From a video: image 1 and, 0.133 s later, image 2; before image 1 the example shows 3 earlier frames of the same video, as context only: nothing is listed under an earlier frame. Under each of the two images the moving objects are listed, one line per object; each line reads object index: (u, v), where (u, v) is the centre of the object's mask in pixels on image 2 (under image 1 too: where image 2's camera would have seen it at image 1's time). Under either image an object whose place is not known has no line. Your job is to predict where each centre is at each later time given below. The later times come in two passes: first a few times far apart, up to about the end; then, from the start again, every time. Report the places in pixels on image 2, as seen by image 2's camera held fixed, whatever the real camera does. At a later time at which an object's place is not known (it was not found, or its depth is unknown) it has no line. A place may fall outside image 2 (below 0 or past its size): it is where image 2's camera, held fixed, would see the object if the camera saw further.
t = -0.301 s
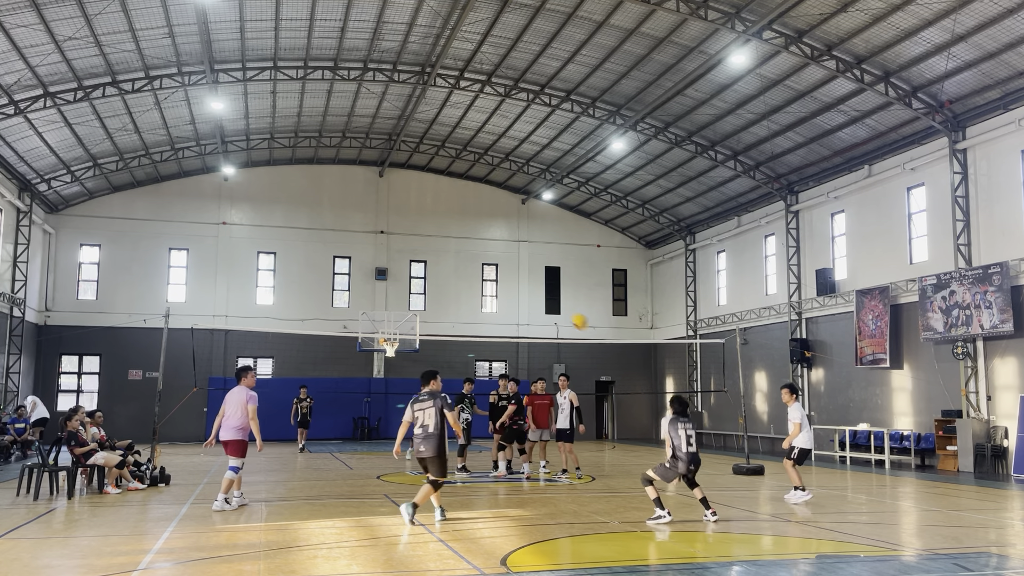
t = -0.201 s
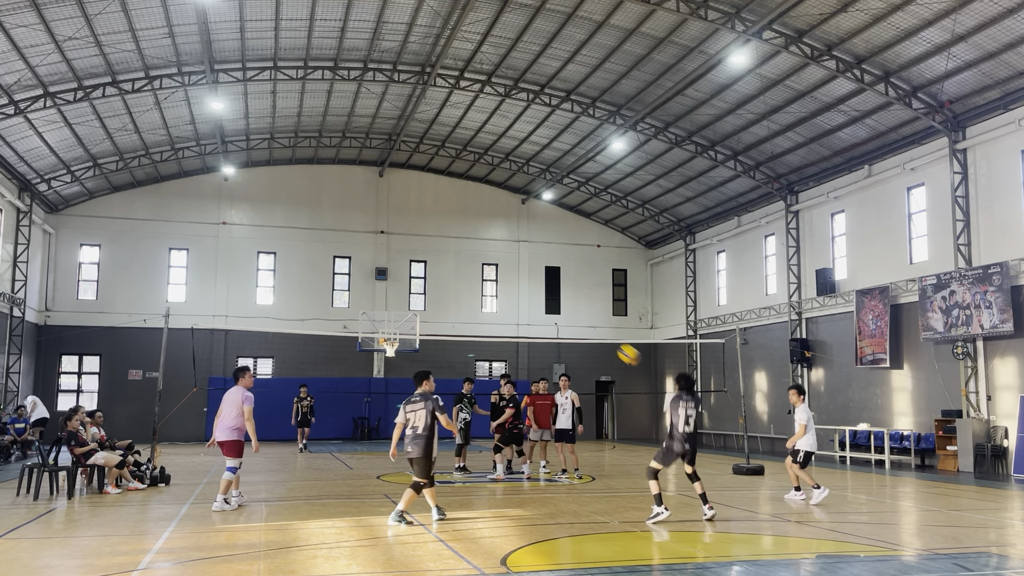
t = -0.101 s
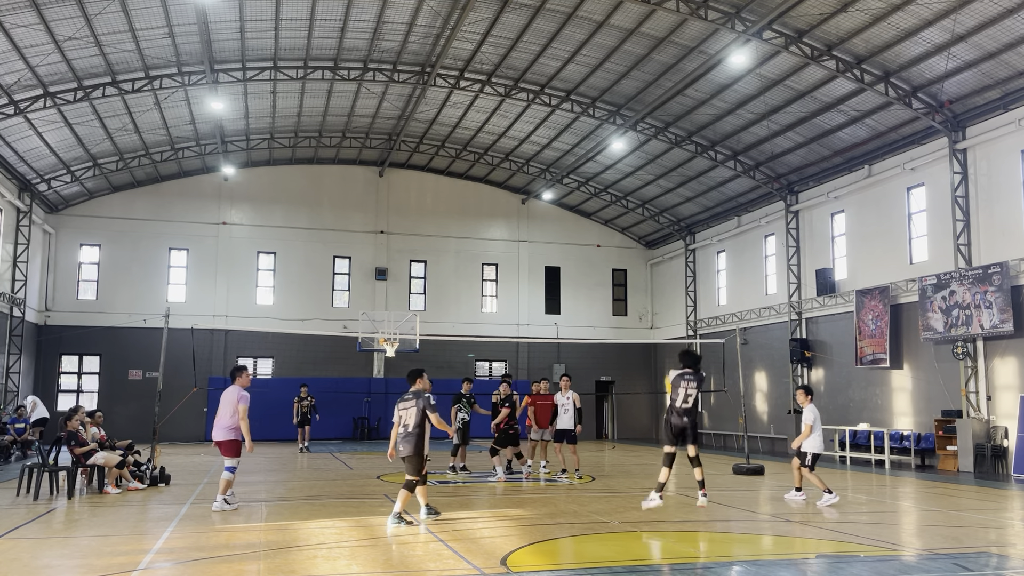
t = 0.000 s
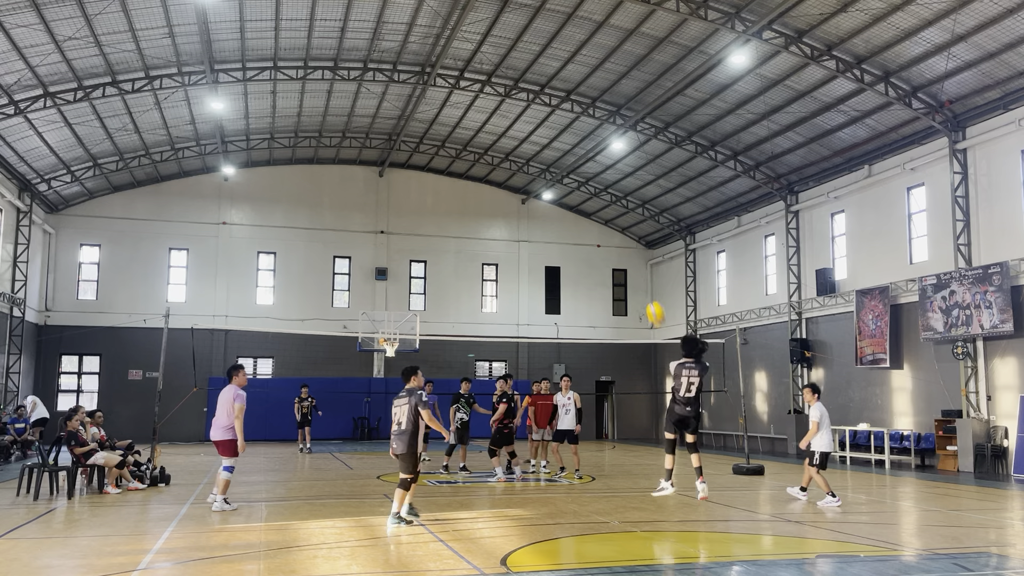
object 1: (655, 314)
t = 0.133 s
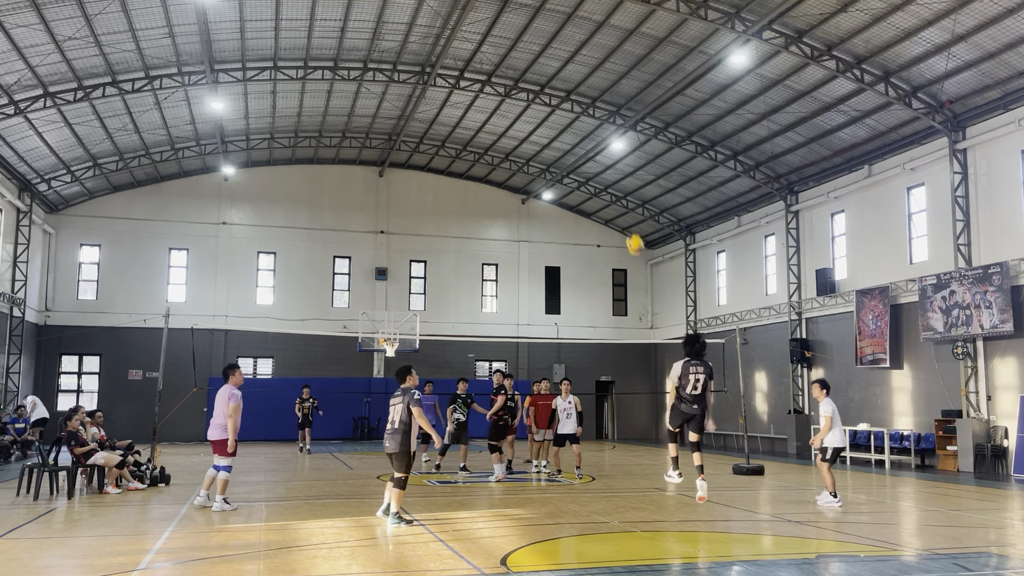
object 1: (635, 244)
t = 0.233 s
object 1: (622, 207)
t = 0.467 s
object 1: (598, 158)
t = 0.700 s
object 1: (579, 150)
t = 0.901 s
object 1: (565, 170)
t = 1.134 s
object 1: (552, 219)
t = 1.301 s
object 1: (543, 267)
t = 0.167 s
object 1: (630, 231)
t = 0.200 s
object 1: (626, 219)
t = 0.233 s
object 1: (622, 207)
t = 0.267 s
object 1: (618, 197)
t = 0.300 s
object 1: (614, 188)
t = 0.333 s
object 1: (610, 180)
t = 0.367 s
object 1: (607, 173)
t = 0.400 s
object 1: (604, 167)
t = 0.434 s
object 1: (601, 162)
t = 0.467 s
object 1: (598, 158)
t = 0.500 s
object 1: (595, 154)
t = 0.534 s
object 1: (592, 152)
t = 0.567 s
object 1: (589, 150)
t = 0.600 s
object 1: (587, 149)
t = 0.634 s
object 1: (584, 149)
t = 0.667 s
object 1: (581, 149)
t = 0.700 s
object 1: (579, 150)
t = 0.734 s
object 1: (577, 152)
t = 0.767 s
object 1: (574, 154)
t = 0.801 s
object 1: (572, 157)
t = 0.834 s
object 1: (570, 161)
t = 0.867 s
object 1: (568, 165)
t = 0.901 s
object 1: (565, 170)
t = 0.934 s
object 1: (563, 175)
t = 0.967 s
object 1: (561, 181)
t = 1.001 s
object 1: (559, 187)
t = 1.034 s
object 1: (557, 194)
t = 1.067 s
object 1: (555, 202)
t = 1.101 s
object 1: (554, 209)
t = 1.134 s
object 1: (552, 219)
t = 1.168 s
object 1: (550, 227)
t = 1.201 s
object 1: (548, 236)
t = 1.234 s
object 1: (546, 246)
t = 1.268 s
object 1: (544, 256)
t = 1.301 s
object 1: (543, 267)
